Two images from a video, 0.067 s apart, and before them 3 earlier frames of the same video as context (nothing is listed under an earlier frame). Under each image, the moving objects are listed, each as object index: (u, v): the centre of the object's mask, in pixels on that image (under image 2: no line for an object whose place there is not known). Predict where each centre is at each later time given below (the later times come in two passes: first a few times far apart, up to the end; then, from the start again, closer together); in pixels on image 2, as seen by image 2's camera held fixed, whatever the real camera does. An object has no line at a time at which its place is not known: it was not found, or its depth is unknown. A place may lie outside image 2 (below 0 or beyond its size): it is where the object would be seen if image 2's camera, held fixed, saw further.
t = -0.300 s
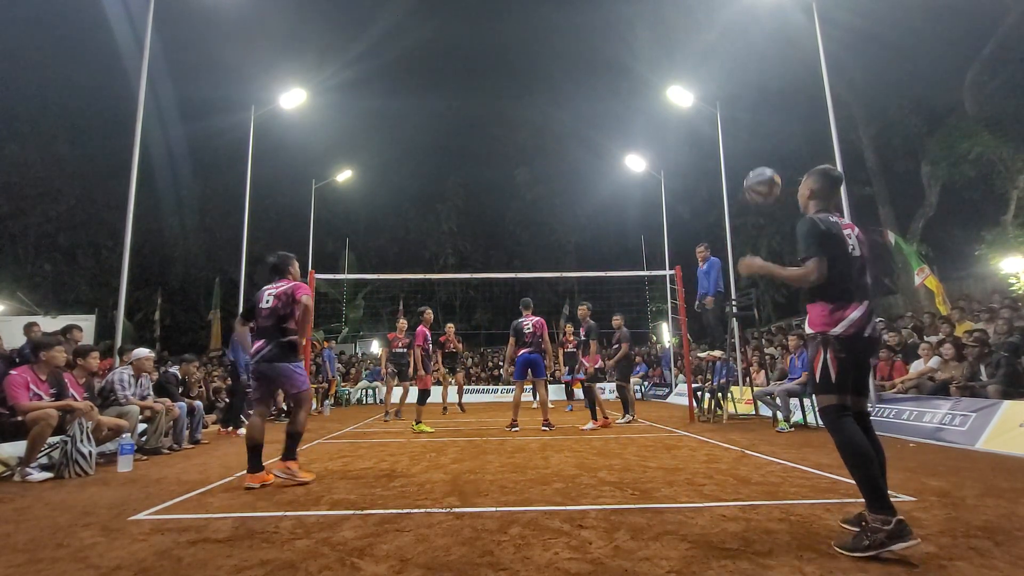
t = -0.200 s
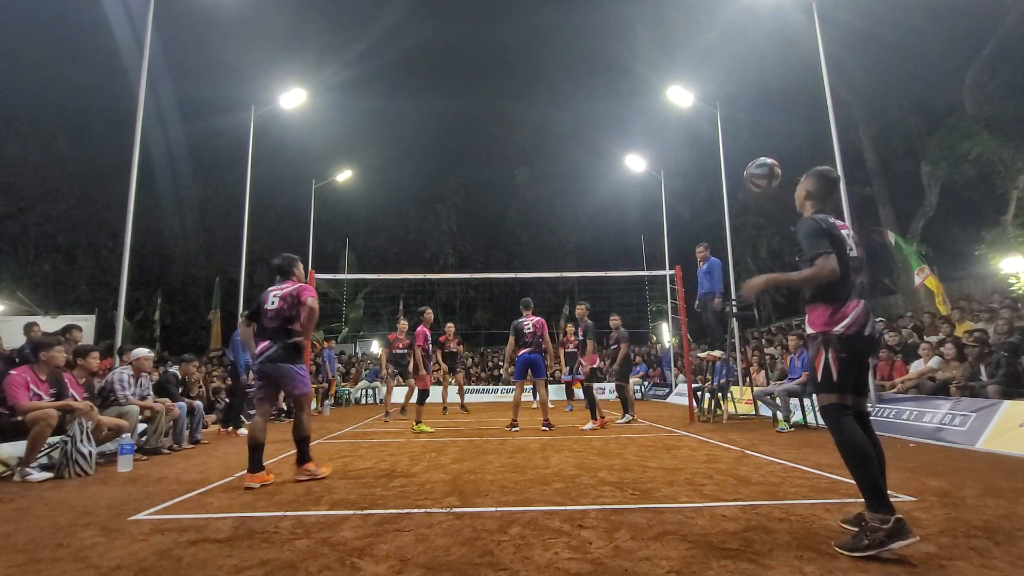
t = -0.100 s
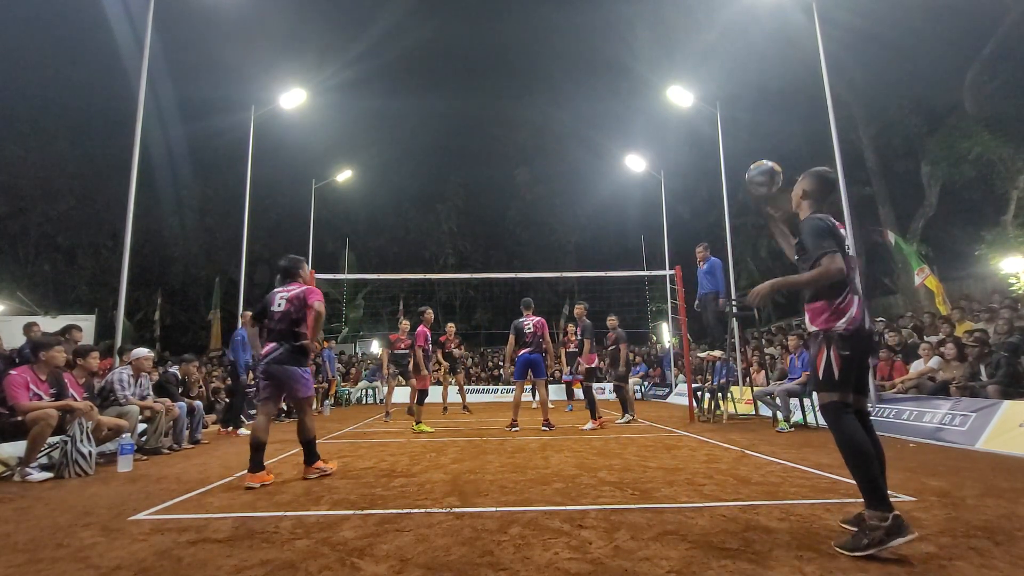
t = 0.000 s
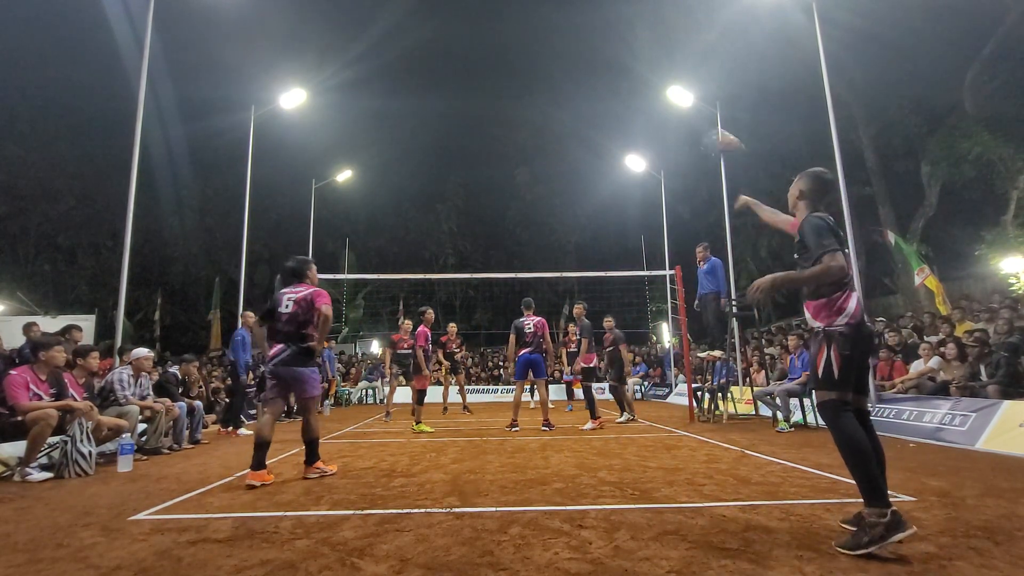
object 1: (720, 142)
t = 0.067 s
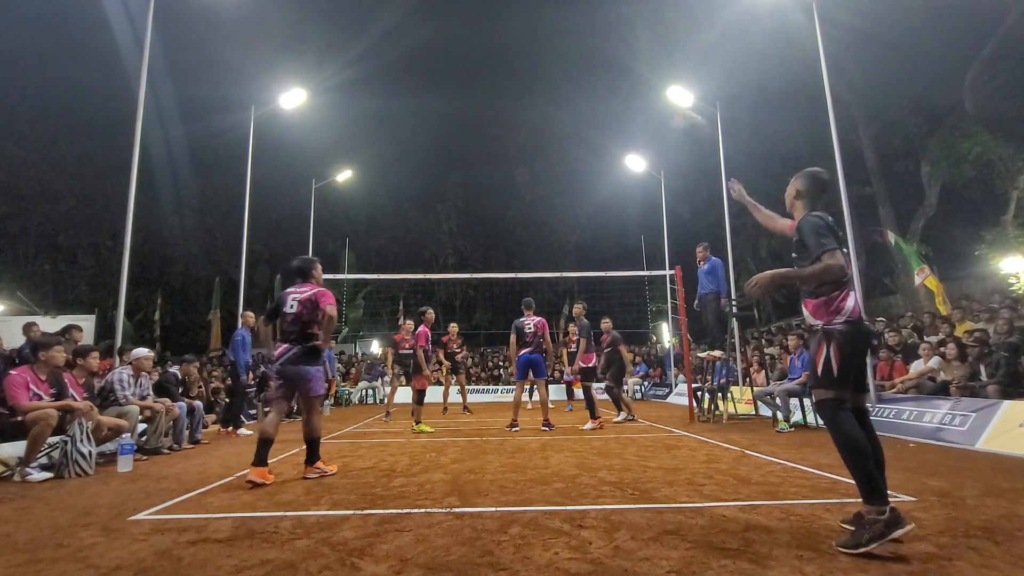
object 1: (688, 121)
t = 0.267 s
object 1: (618, 106)
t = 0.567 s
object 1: (555, 140)
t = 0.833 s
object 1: (521, 203)
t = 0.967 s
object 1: (508, 241)
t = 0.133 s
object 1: (660, 110)
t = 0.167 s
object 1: (646, 107)
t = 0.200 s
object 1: (637, 106)
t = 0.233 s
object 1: (627, 106)
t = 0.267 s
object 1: (618, 106)
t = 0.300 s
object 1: (610, 107)
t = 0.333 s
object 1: (601, 109)
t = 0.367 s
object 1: (593, 111)
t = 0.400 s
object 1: (587, 114)
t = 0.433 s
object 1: (579, 119)
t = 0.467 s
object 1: (572, 123)
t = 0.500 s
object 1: (567, 127)
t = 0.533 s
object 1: (561, 134)
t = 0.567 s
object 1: (555, 140)
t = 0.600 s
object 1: (551, 146)
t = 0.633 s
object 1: (545, 153)
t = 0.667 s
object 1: (541, 161)
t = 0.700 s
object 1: (537, 168)
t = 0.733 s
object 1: (532, 177)
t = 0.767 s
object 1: (528, 185)
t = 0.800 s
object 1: (524, 193)
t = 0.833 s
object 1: (521, 203)
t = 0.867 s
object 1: (518, 212)
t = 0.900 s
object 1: (515, 221)
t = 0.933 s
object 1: (511, 232)
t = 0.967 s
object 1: (508, 241)
